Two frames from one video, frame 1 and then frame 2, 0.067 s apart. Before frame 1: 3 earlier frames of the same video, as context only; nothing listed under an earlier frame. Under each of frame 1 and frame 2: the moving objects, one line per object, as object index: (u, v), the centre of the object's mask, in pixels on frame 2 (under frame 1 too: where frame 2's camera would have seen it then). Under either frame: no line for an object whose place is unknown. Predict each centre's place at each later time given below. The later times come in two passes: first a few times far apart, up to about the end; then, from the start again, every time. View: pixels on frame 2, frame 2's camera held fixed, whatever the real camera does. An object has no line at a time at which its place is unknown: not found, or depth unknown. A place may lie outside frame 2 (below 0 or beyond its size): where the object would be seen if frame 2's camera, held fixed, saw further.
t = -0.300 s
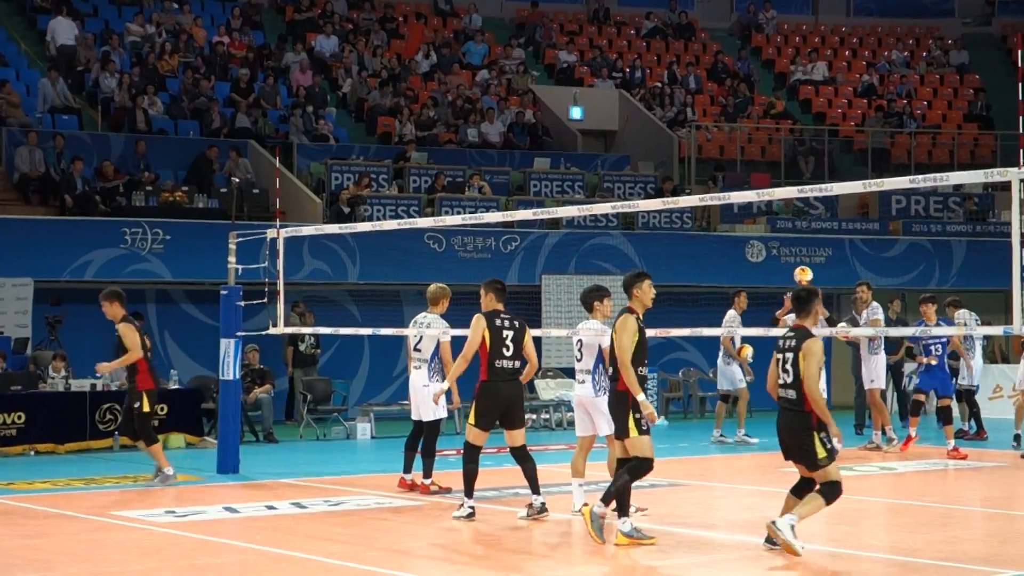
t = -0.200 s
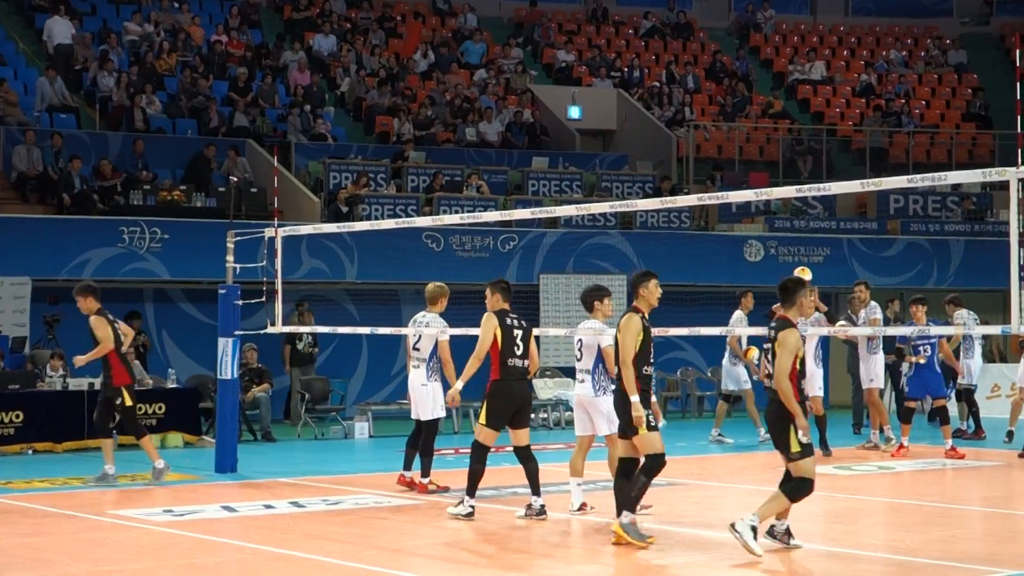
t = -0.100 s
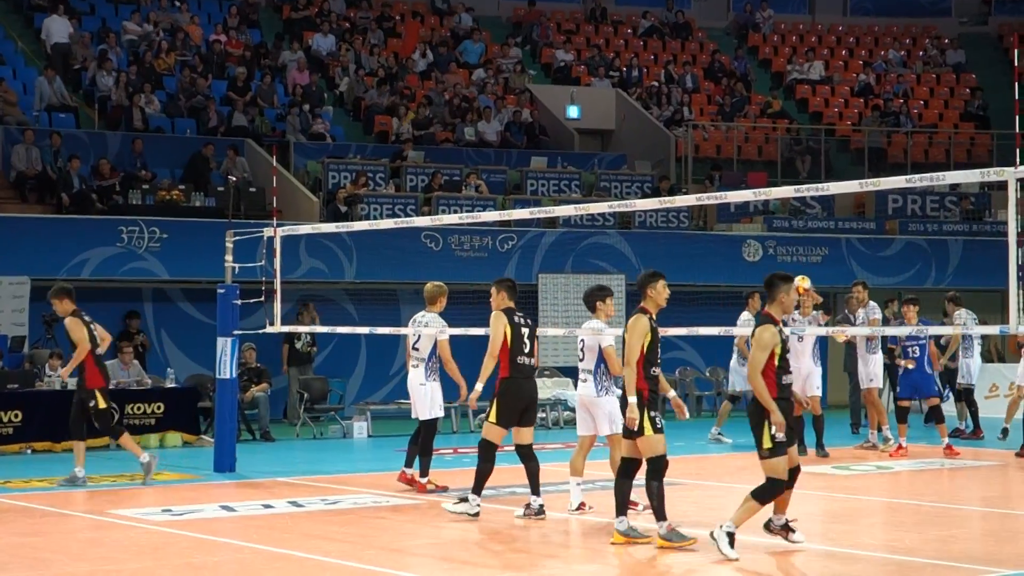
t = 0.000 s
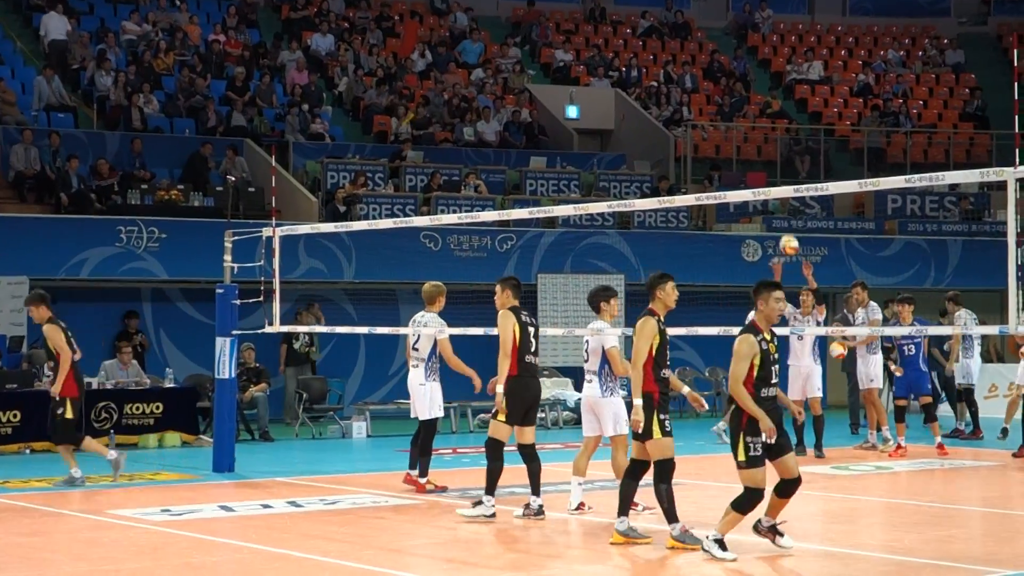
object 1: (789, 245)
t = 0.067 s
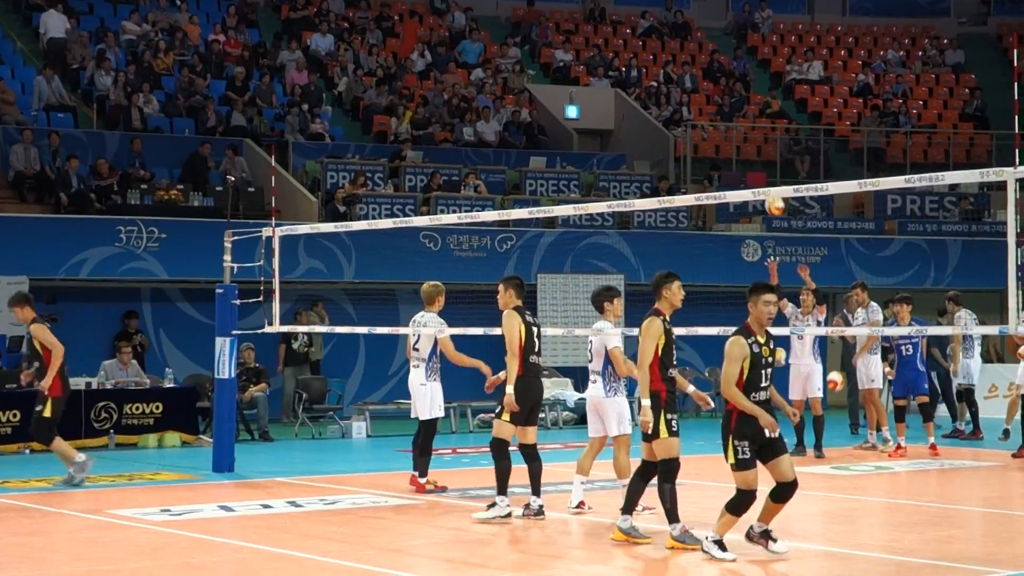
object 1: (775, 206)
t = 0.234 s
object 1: (738, 122)
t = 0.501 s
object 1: (679, 37)
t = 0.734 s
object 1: (626, 14)
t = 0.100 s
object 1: (766, 183)
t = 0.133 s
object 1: (760, 169)
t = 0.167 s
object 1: (753, 153)
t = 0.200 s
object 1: (745, 137)
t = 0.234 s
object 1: (738, 122)
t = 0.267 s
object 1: (731, 108)
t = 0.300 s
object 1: (724, 95)
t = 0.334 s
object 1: (716, 83)
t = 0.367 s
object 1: (709, 72)
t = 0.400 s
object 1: (702, 61)
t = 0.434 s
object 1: (694, 52)
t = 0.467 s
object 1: (687, 44)
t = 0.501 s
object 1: (679, 37)
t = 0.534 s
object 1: (672, 31)
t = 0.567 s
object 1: (664, 25)
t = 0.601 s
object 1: (657, 21)
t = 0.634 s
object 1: (649, 18)
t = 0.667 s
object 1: (642, 16)
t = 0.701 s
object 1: (633, 15)
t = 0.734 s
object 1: (626, 14)
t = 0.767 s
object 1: (618, 15)
